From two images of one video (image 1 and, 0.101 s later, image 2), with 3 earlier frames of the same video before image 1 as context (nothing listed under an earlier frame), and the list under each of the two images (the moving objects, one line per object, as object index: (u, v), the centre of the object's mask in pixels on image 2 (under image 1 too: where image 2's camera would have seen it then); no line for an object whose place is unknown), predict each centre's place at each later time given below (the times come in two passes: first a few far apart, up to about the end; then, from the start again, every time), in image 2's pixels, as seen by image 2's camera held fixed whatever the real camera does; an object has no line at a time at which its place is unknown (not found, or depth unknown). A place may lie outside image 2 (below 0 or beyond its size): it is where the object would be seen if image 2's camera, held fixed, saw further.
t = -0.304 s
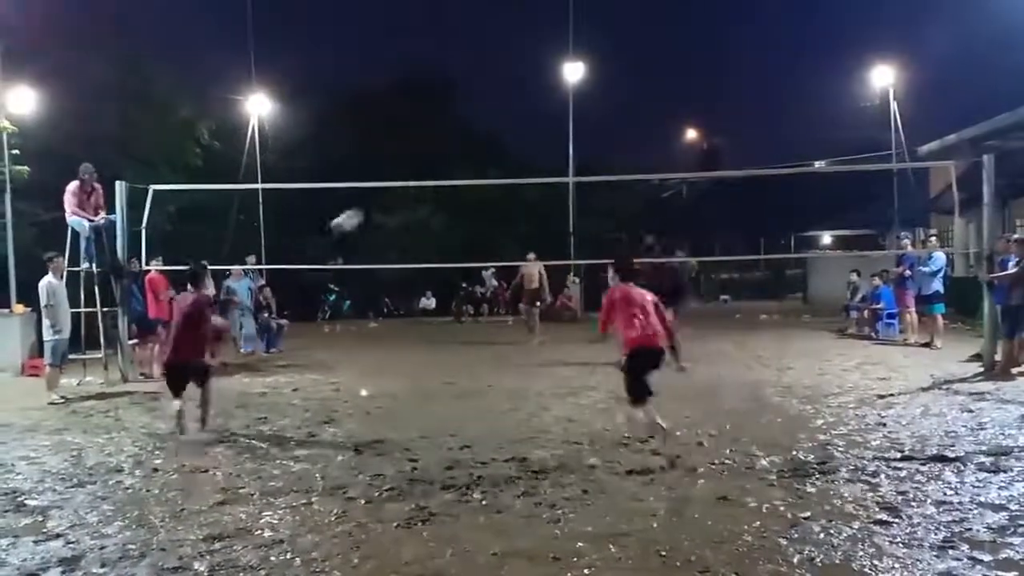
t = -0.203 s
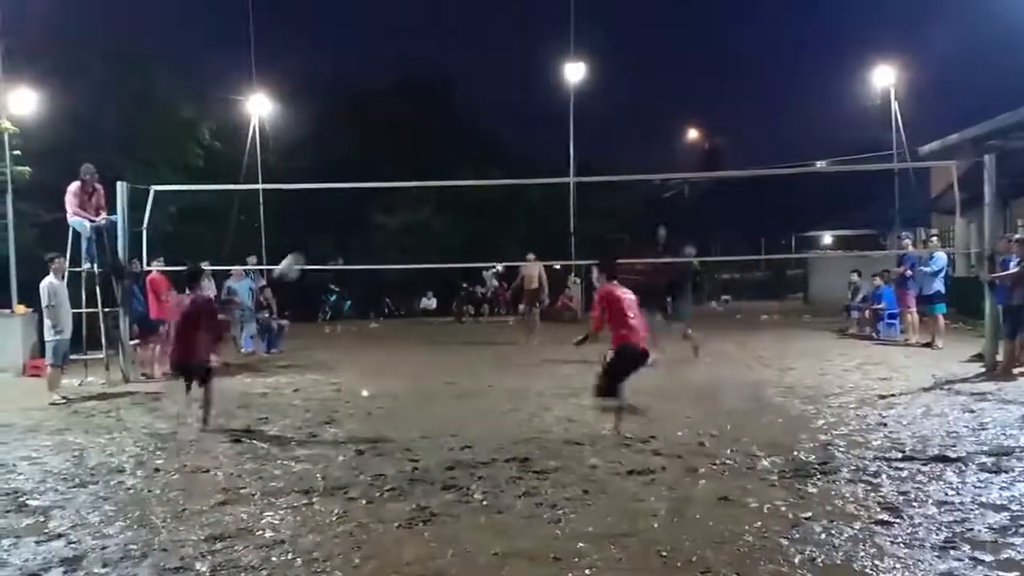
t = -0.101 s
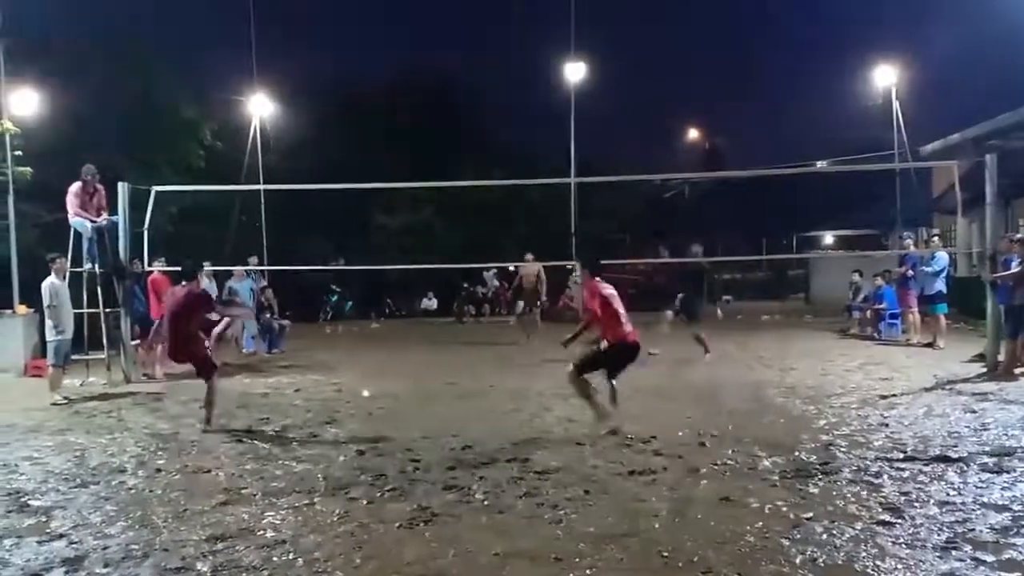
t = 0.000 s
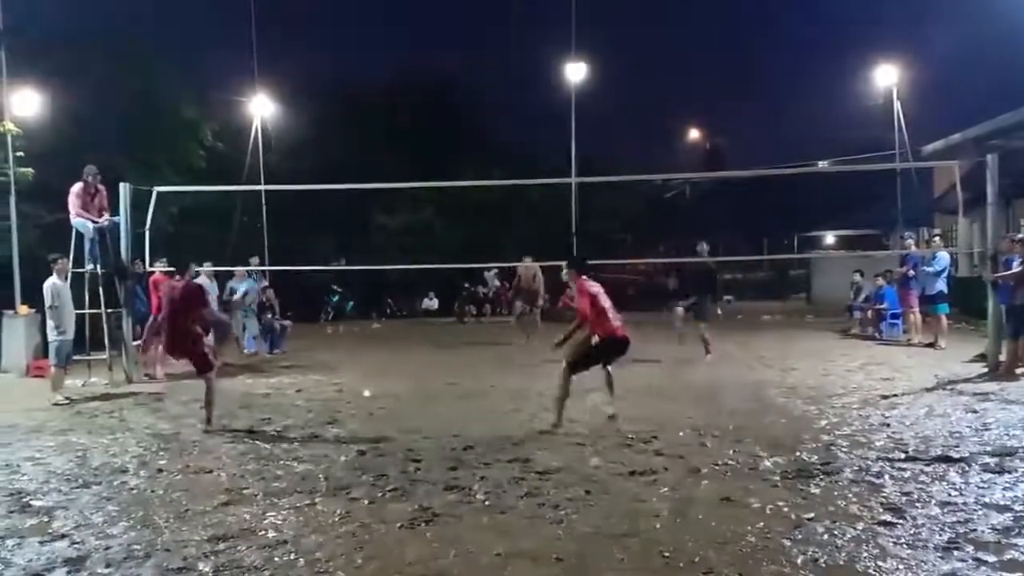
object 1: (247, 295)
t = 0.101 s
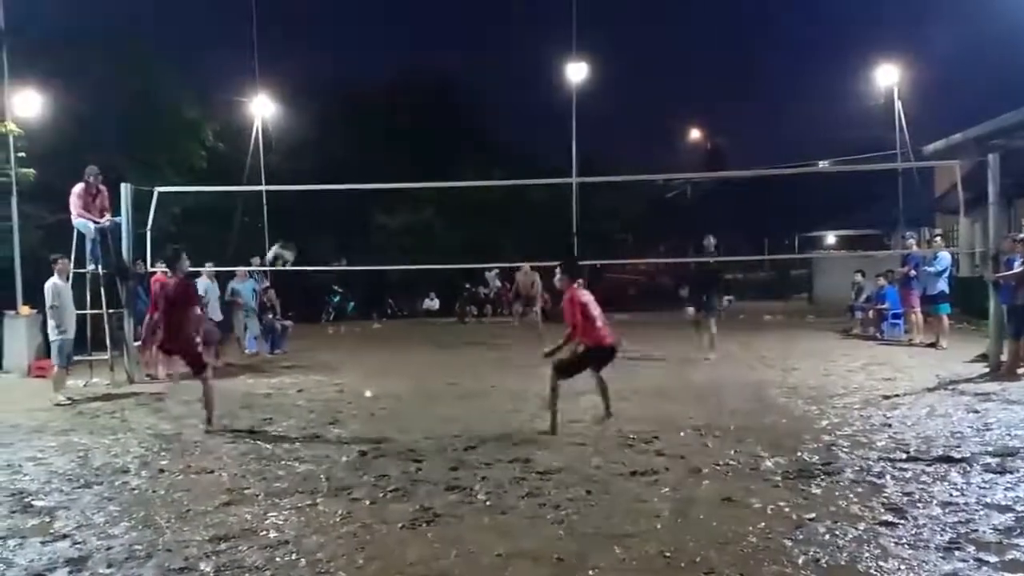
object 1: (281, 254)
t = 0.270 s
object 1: (337, 212)
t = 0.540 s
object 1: (450, 205)
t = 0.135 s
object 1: (291, 244)
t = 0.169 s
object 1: (302, 236)
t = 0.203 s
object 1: (313, 226)
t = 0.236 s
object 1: (325, 218)
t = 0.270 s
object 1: (337, 212)
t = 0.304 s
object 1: (349, 206)
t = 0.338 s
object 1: (363, 202)
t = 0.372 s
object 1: (375, 200)
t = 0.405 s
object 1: (390, 199)
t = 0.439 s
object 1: (404, 198)
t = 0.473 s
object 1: (419, 200)
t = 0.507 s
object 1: (434, 202)
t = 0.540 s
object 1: (450, 205)
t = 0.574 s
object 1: (466, 214)
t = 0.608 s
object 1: (484, 222)
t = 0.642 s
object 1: (501, 234)
